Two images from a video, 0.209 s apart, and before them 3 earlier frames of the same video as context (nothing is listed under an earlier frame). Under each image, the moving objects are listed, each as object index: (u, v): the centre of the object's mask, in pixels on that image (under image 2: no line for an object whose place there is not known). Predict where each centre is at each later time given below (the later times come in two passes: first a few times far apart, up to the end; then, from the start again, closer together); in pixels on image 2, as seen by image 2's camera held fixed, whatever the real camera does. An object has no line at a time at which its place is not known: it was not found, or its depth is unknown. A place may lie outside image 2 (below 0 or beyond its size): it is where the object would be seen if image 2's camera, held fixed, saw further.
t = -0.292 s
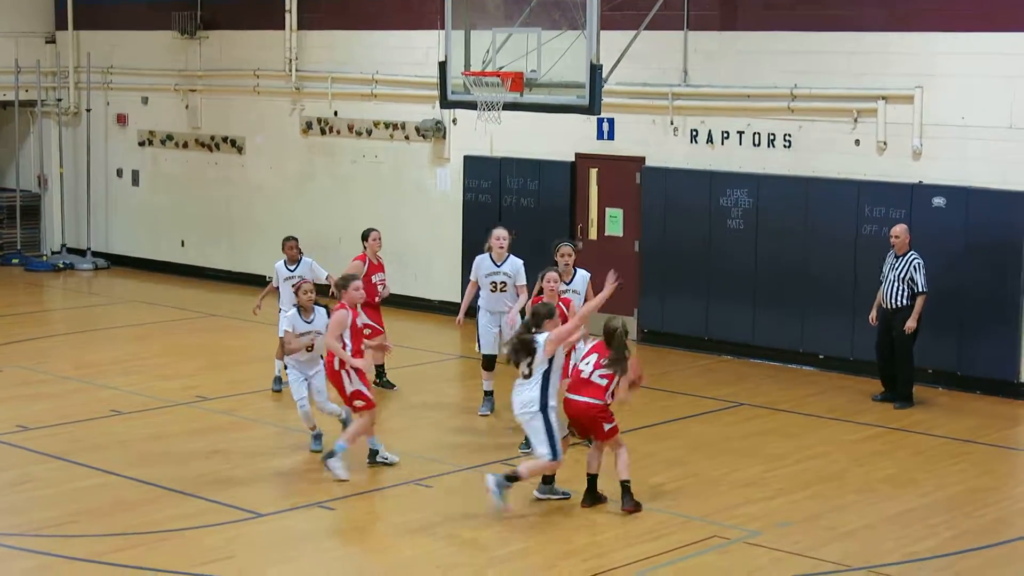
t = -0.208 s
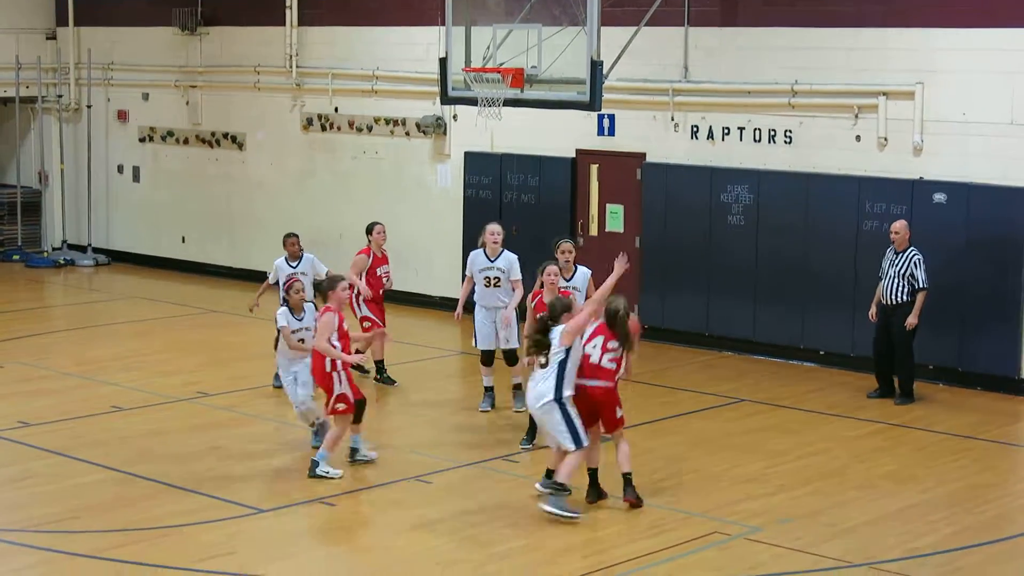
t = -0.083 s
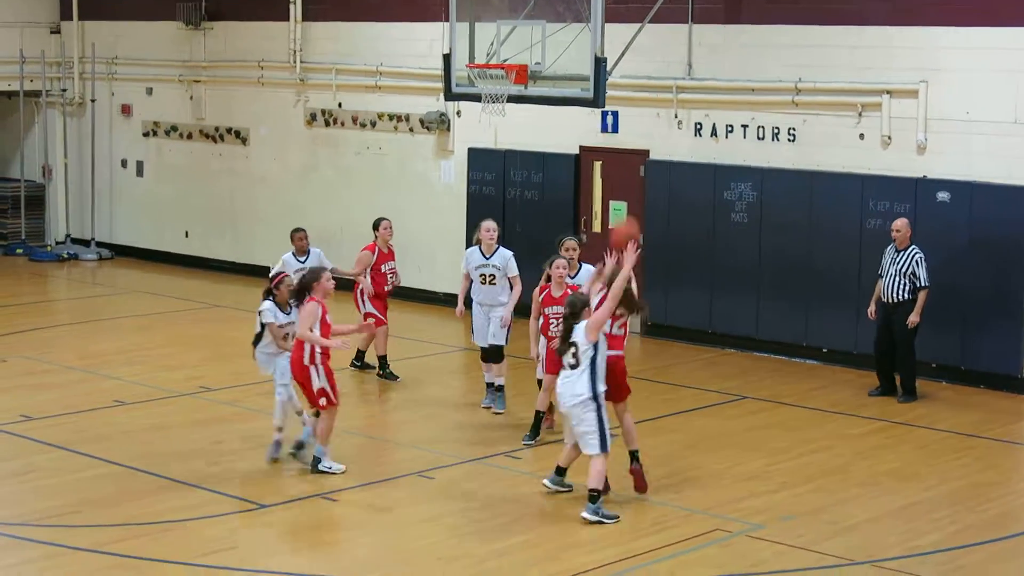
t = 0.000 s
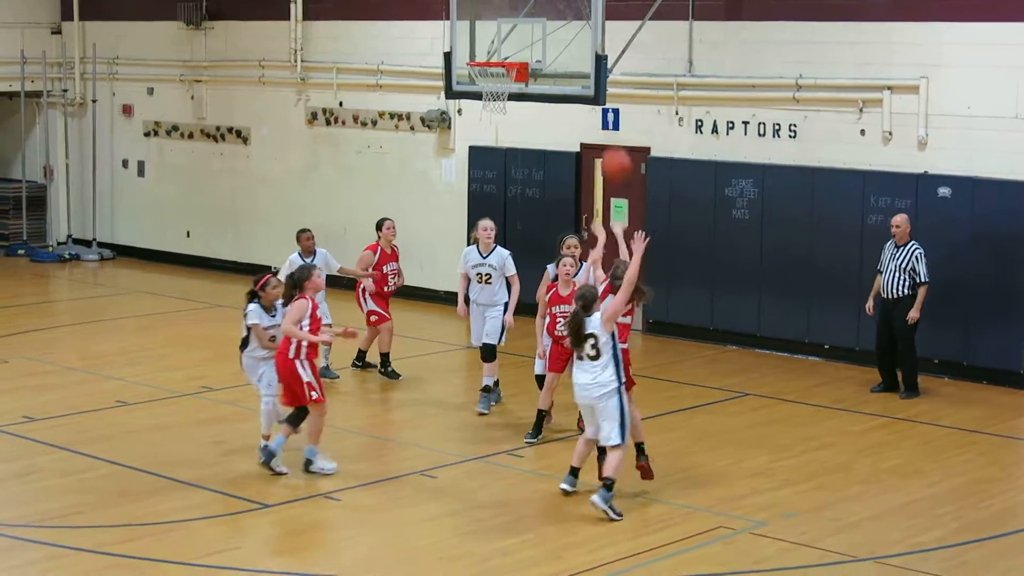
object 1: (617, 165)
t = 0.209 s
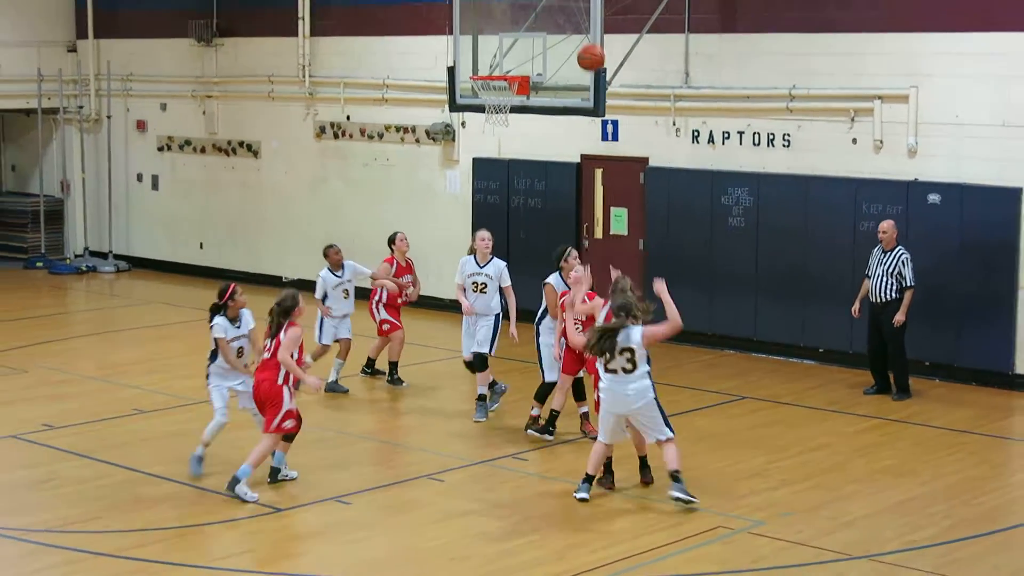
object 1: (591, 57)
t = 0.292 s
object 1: (581, 27)
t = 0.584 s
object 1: (551, -9)
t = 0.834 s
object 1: (518, 26)
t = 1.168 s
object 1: (519, 57)
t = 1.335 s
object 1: (542, 58)
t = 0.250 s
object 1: (586, 41)
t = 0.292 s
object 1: (581, 27)
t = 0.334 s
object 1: (577, 16)
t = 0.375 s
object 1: (573, 6)
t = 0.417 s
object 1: (568, -1)
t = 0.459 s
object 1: (564, -5)
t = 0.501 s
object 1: (560, -8)
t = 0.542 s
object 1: (555, -9)
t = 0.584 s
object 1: (551, -9)
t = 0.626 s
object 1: (547, -9)
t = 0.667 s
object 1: (543, -5)
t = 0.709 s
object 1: (539, 1)
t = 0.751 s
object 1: (535, 9)
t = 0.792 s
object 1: (529, 18)
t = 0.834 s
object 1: (518, 26)
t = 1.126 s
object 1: (514, 61)
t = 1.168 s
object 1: (519, 57)
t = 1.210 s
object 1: (525, 54)
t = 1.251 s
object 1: (531, 54)
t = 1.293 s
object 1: (537, 55)
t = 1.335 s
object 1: (542, 58)
